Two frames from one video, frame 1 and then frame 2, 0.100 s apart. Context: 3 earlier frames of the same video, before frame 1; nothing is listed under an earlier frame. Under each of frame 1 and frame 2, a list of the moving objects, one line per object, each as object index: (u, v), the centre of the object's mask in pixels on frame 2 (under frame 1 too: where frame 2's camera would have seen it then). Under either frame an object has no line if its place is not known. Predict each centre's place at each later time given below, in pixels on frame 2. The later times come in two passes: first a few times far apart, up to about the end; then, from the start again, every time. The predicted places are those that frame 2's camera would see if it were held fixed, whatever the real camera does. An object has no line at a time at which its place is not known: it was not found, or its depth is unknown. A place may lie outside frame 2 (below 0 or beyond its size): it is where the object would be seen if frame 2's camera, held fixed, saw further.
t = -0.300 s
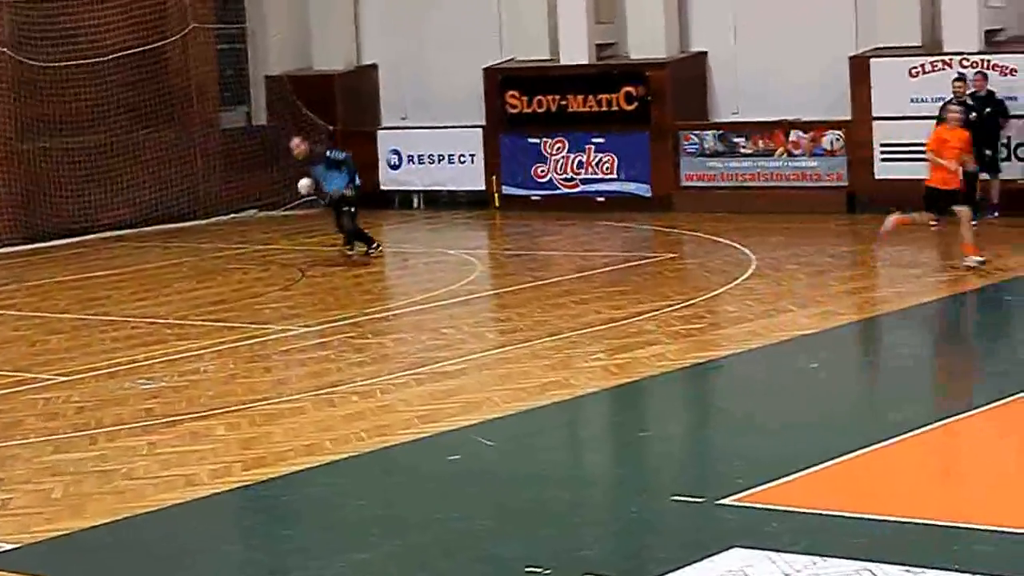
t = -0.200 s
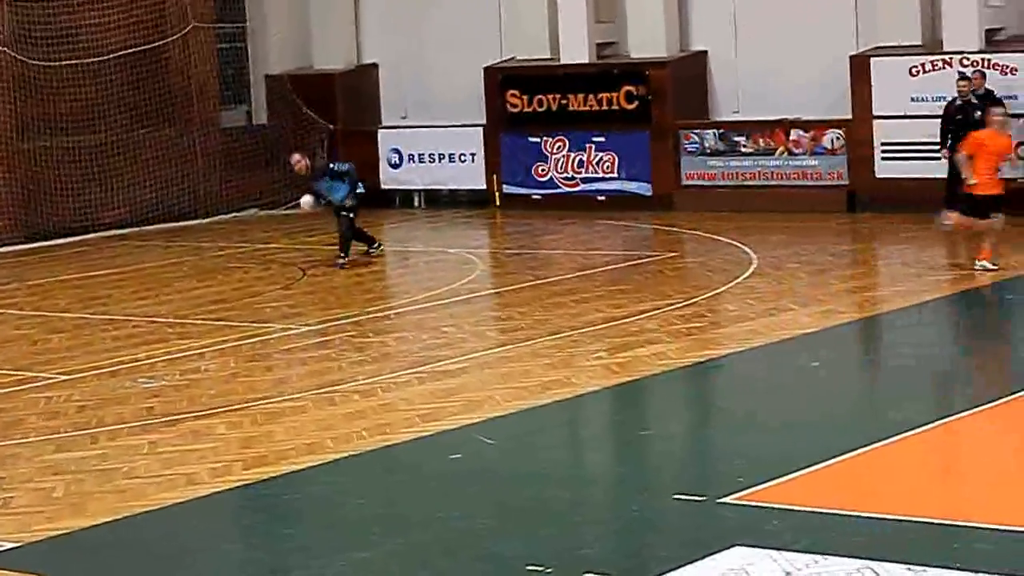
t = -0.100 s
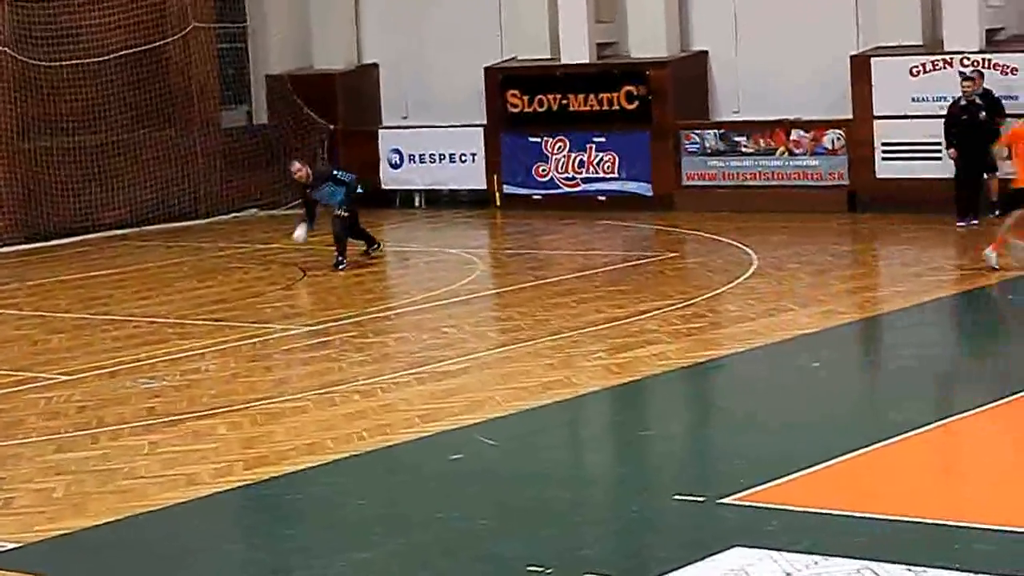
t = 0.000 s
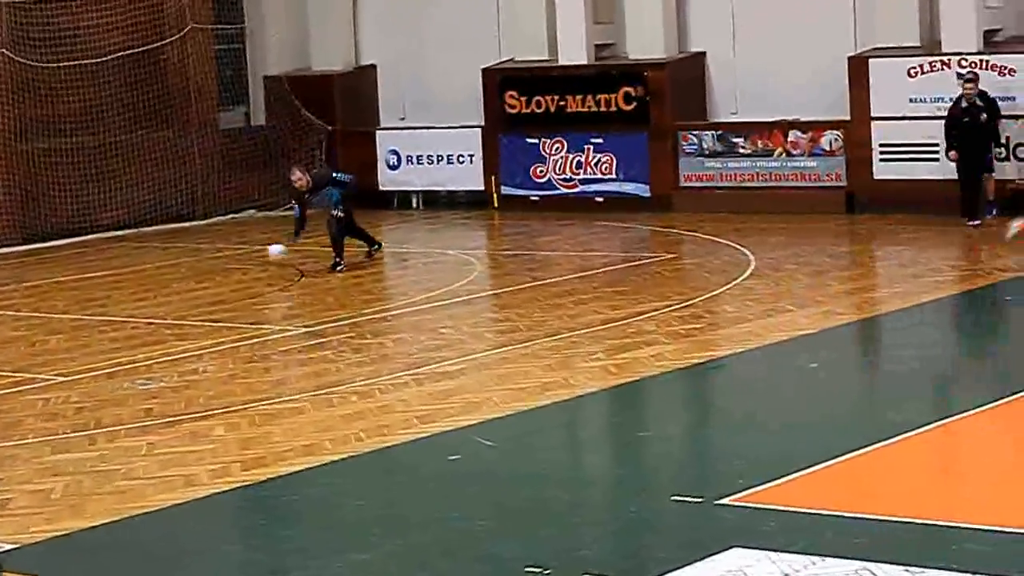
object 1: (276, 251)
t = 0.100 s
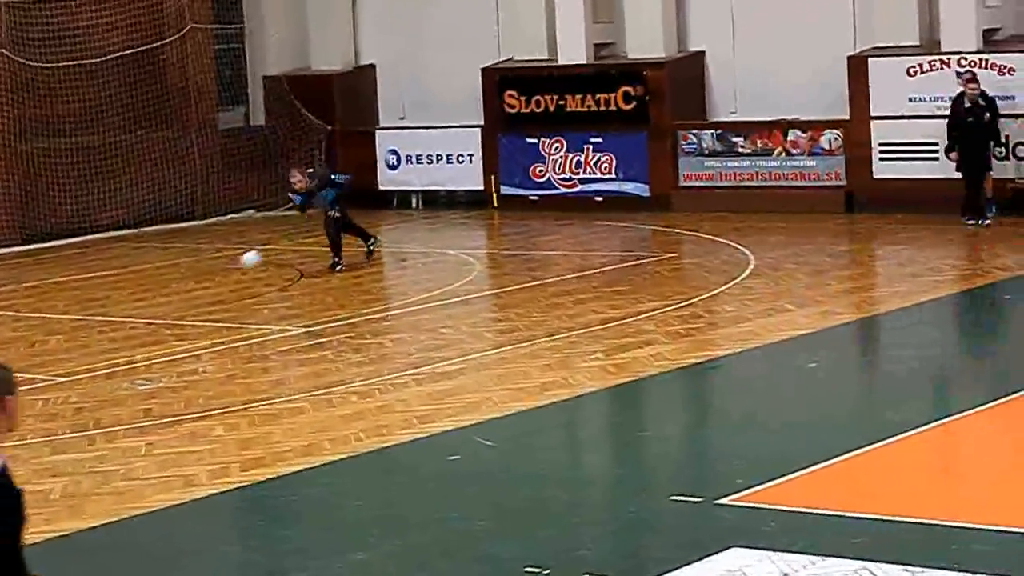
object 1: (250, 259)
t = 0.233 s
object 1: (213, 287)
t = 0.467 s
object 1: (139, 336)
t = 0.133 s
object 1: (242, 264)
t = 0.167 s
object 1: (233, 270)
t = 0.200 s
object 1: (223, 277)
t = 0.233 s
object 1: (213, 287)
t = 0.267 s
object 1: (203, 298)
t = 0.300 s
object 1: (194, 311)
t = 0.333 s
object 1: (183, 322)
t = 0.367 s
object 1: (173, 323)
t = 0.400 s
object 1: (162, 326)
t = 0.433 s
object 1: (150, 330)
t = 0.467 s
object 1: (139, 336)
